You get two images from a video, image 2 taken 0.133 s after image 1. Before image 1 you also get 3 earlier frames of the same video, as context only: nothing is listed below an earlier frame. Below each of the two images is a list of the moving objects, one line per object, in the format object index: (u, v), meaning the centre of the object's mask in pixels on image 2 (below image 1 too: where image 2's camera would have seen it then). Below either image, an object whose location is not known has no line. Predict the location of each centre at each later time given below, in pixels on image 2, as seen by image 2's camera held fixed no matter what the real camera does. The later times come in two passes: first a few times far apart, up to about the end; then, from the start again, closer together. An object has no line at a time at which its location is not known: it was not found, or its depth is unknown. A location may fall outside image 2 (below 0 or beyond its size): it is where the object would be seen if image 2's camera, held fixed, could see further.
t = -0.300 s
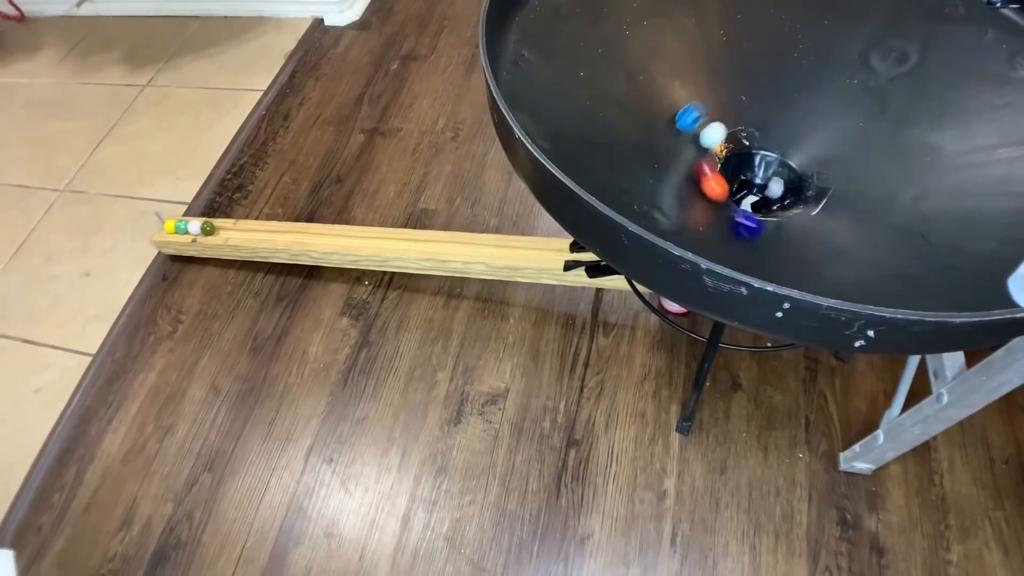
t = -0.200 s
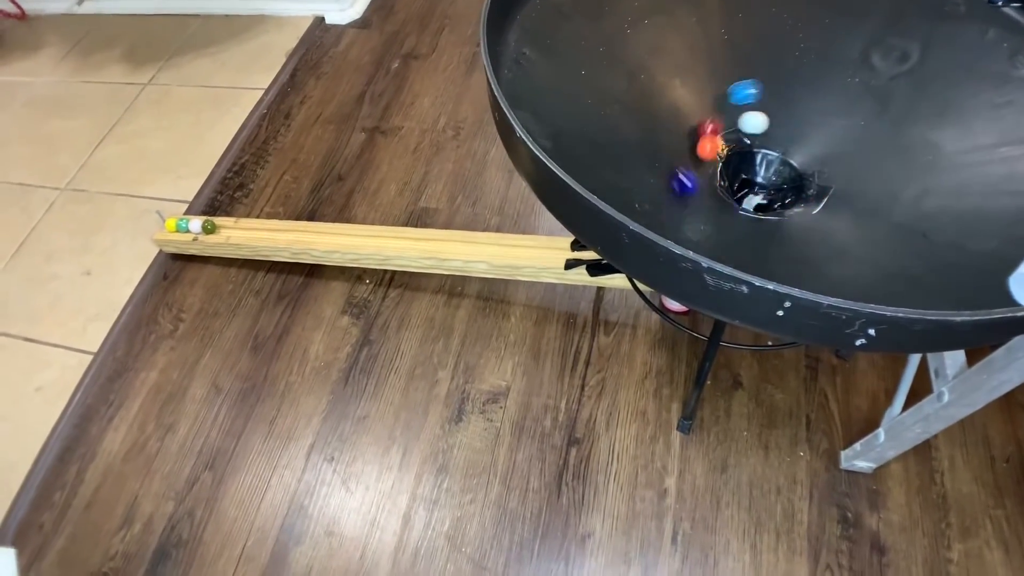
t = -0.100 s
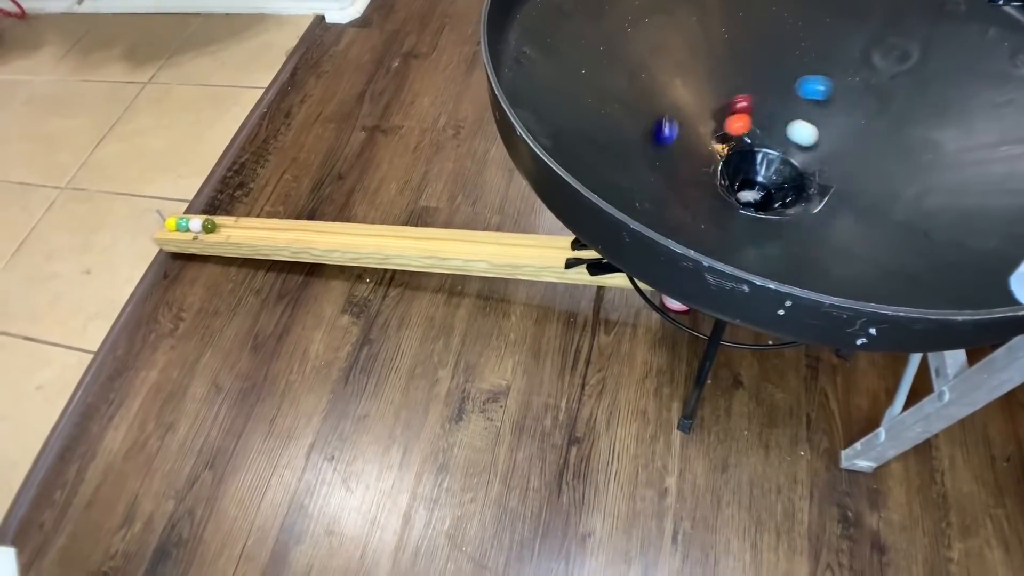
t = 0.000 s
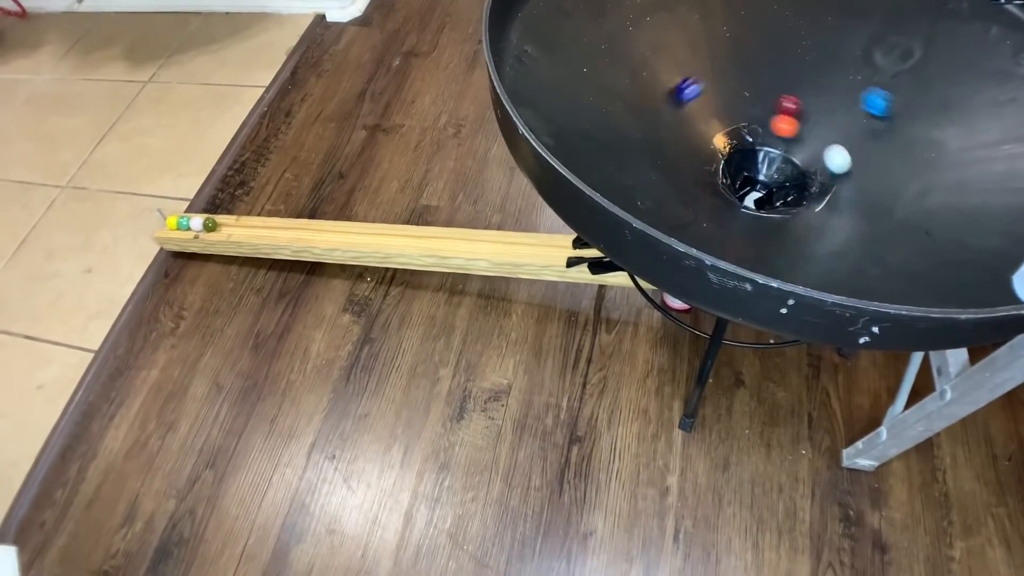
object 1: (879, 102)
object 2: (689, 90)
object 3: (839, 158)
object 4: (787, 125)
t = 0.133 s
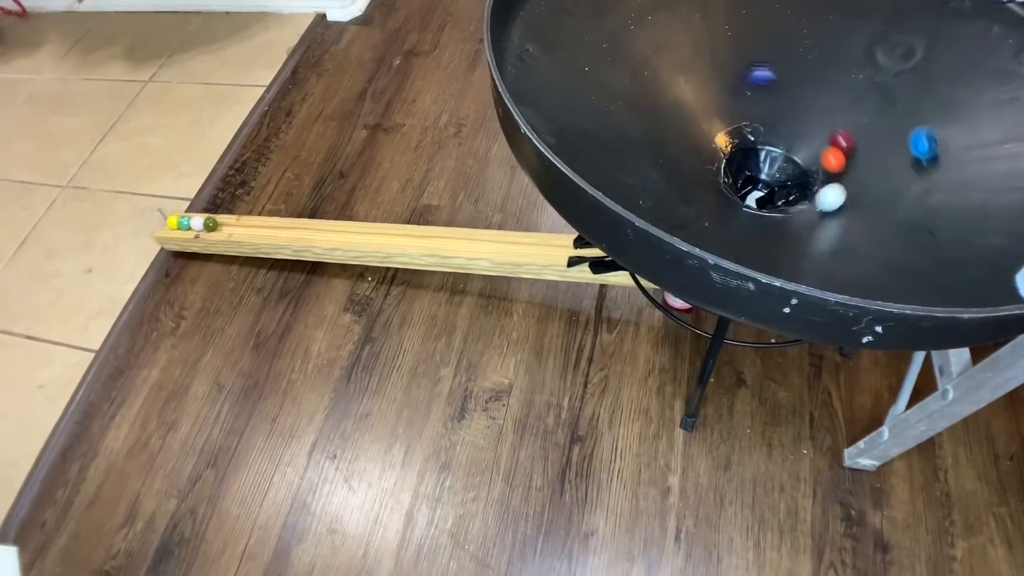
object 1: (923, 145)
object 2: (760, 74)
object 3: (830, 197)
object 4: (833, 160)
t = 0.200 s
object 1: (922, 171)
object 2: (805, 83)
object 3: (803, 207)
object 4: (834, 181)
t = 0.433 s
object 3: (718, 154)
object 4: (747, 197)
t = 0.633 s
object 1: (677, 142)
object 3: (779, 134)
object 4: (735, 137)
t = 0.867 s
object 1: (739, 83)
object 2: (695, 181)
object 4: (819, 159)
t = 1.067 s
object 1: (855, 130)
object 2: (711, 96)
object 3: (737, 183)
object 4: (782, 200)
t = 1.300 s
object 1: (865, 215)
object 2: (851, 94)
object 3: (779, 183)
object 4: (735, 159)
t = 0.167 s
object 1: (925, 158)
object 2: (783, 78)
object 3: (819, 203)
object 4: (836, 170)
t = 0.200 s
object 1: (922, 171)
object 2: (805, 83)
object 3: (803, 207)
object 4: (834, 181)
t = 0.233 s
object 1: (914, 184)
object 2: (826, 90)
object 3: (786, 208)
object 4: (831, 190)
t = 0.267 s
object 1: (901, 195)
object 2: (848, 98)
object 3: (766, 204)
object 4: (822, 198)
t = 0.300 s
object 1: (884, 205)
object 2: (866, 109)
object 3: (751, 198)
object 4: (811, 203)
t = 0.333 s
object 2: (882, 122)
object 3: (736, 189)
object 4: (796, 206)
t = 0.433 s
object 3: (718, 154)
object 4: (747, 197)
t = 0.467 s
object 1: (755, 213)
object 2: (909, 179)
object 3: (721, 145)
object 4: (734, 187)
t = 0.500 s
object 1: (732, 203)
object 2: (904, 193)
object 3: (728, 137)
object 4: (725, 176)
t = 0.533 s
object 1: (713, 190)
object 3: (738, 131)
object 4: (721, 166)
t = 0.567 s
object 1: (696, 174)
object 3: (751, 128)
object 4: (722, 153)
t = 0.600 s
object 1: (684, 159)
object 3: (765, 130)
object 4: (727, 144)
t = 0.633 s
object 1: (677, 142)
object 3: (779, 134)
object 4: (735, 137)
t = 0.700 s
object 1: (677, 114)
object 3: (804, 149)
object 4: (759, 130)
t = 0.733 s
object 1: (682, 103)
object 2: (776, 228)
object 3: (813, 158)
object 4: (773, 132)
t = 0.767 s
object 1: (693, 93)
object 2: (749, 220)
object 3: (819, 169)
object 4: (789, 136)
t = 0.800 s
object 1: (707, 86)
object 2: (727, 208)
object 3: (819, 178)
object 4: (802, 143)
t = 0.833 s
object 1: (721, 83)
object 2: (709, 194)
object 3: (816, 186)
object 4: (812, 150)
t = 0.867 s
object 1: (739, 83)
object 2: (695, 181)
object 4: (819, 159)
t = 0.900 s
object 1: (758, 85)
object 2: (687, 162)
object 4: (822, 169)
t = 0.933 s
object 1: (779, 90)
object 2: (683, 148)
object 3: (784, 200)
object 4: (821, 178)
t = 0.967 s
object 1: (799, 97)
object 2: (684, 132)
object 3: (771, 199)
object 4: (816, 186)
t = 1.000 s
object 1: (819, 107)
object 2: (691, 117)
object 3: (758, 195)
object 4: (808, 193)
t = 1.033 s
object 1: (839, 118)
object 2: (700, 105)
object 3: (747, 191)
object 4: (796, 198)
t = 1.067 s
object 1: (855, 130)
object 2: (711, 96)
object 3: (737, 183)
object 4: (782, 200)
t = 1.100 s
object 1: (869, 143)
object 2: (731, 86)
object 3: (733, 174)
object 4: (768, 198)
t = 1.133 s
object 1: (879, 156)
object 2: (752, 81)
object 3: (732, 167)
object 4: (755, 194)
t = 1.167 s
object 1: (885, 170)
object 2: (772, 78)
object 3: (737, 162)
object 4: (743, 188)
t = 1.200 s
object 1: (887, 184)
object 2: (793, 78)
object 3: (748, 160)
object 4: (735, 180)
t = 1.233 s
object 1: (883, 196)
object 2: (813, 82)
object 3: (760, 164)
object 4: (730, 172)
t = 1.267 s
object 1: (876, 207)
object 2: (833, 86)
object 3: (774, 173)
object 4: (731, 164)
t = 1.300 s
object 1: (865, 215)
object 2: (851, 94)
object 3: (779, 183)
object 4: (735, 159)
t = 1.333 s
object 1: (850, 222)
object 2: (868, 104)
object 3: (775, 193)
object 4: (745, 157)
